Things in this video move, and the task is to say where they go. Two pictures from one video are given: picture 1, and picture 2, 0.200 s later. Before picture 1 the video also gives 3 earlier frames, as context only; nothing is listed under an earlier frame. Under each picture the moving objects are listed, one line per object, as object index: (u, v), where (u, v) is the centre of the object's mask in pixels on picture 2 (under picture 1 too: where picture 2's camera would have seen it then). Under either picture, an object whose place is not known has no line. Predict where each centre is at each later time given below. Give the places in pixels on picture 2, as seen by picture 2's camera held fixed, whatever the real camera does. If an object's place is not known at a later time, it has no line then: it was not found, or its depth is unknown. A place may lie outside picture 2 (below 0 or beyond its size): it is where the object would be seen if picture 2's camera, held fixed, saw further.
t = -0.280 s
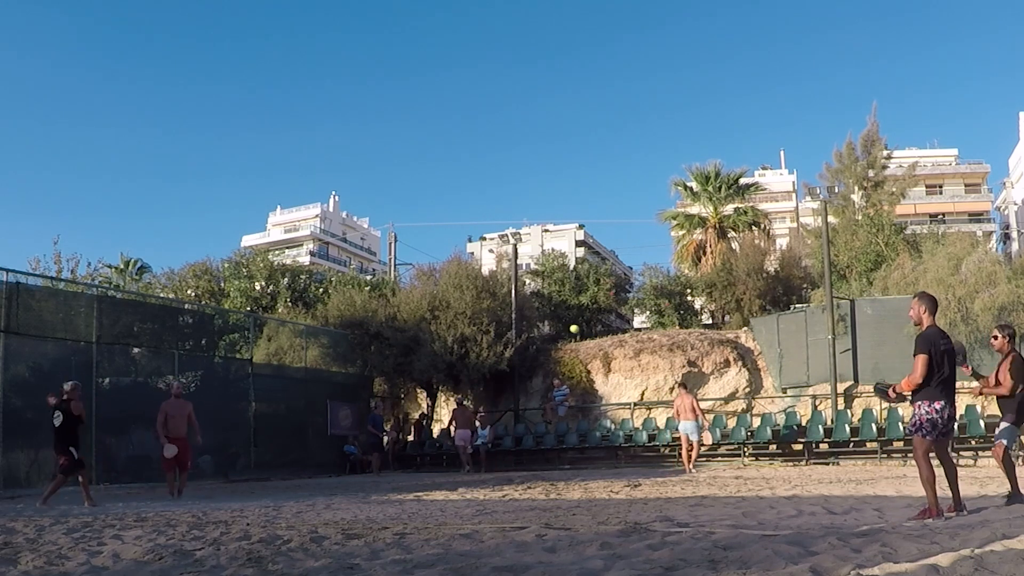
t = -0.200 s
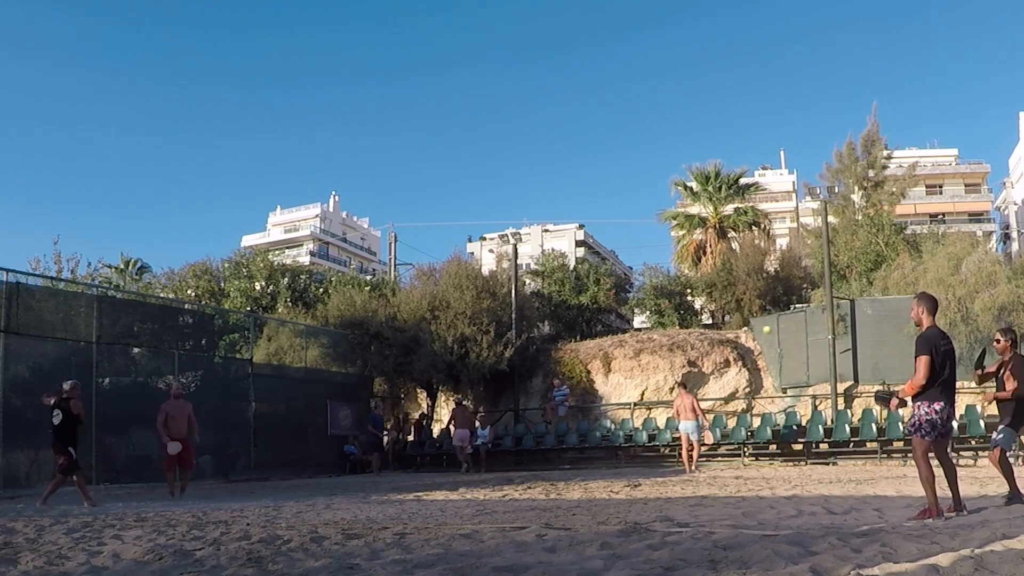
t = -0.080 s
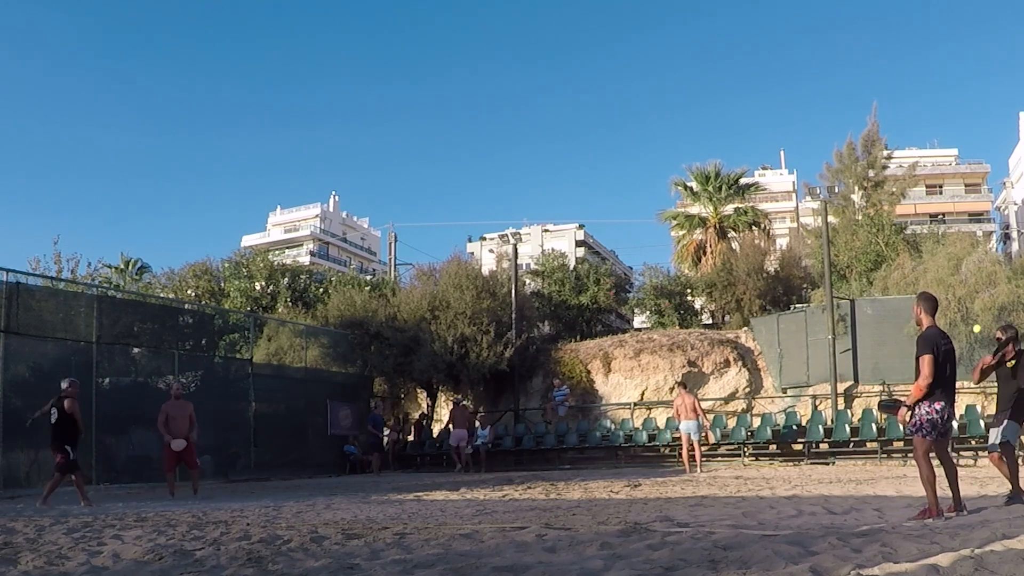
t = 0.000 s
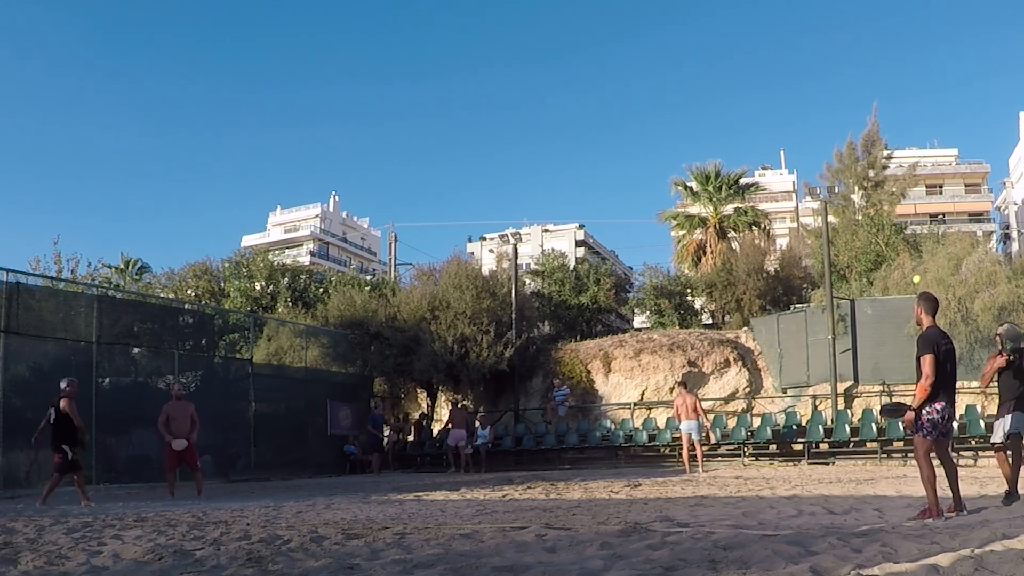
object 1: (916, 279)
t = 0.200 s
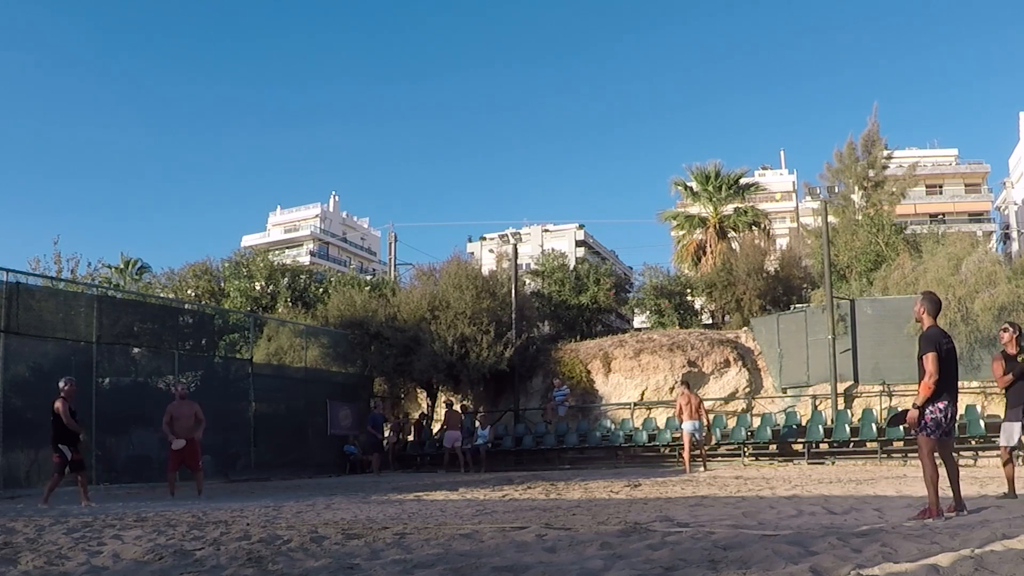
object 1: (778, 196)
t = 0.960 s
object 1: (408, 263)
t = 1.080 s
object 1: (367, 312)
